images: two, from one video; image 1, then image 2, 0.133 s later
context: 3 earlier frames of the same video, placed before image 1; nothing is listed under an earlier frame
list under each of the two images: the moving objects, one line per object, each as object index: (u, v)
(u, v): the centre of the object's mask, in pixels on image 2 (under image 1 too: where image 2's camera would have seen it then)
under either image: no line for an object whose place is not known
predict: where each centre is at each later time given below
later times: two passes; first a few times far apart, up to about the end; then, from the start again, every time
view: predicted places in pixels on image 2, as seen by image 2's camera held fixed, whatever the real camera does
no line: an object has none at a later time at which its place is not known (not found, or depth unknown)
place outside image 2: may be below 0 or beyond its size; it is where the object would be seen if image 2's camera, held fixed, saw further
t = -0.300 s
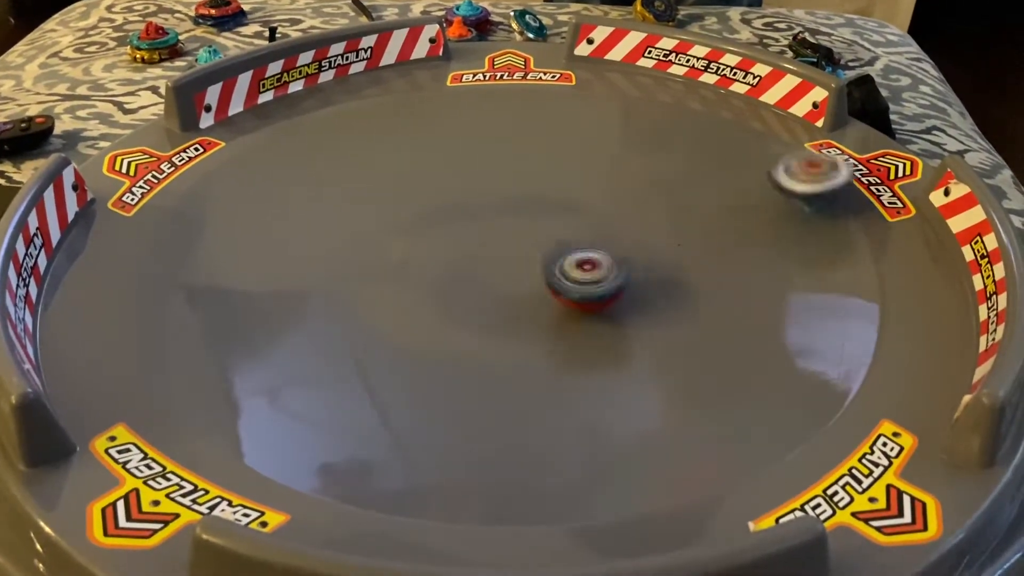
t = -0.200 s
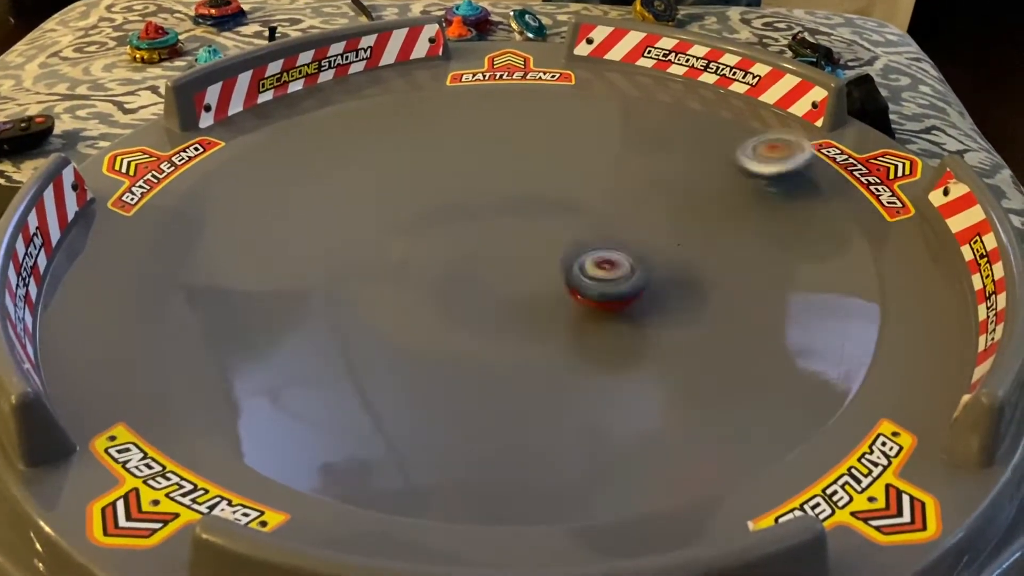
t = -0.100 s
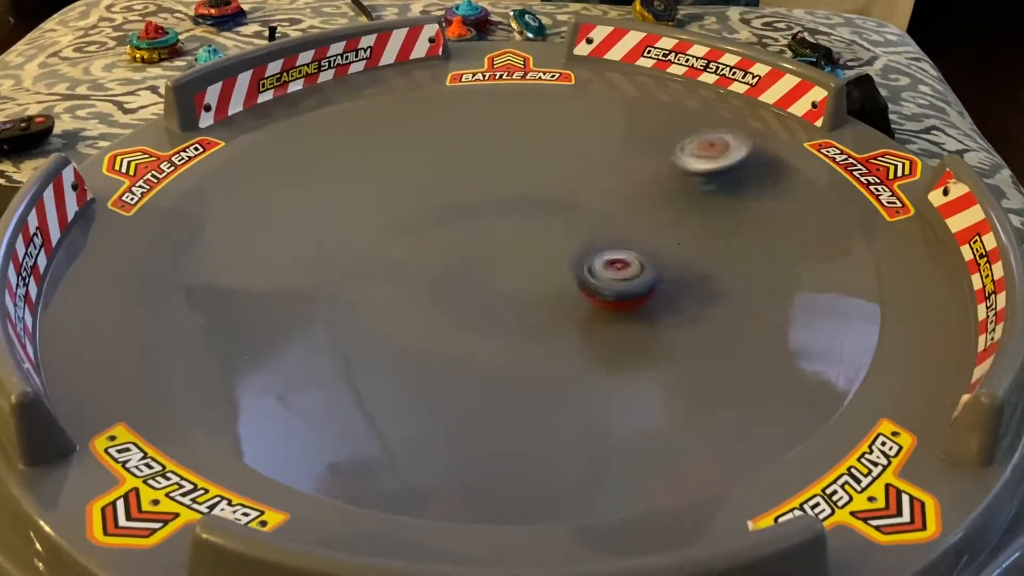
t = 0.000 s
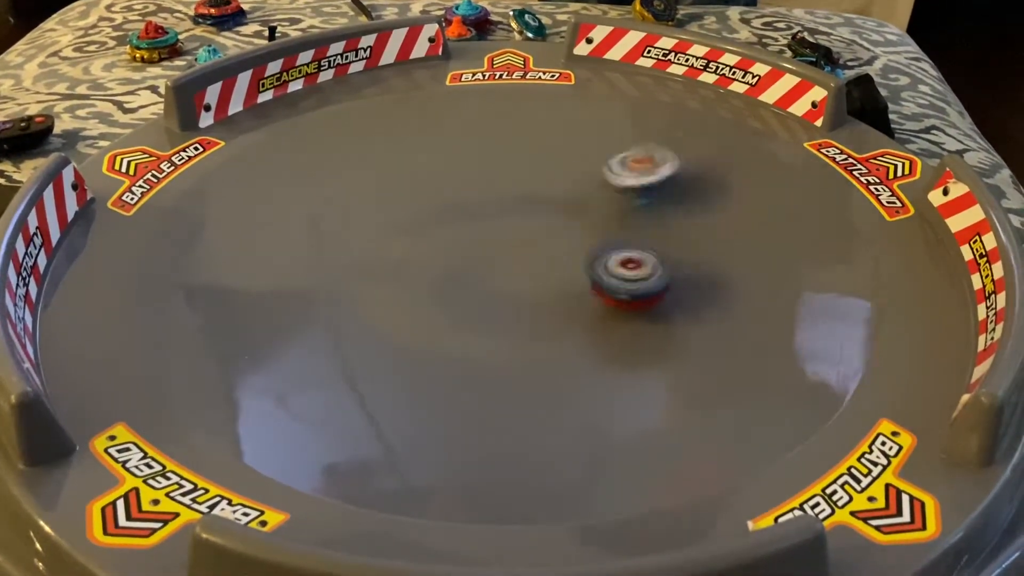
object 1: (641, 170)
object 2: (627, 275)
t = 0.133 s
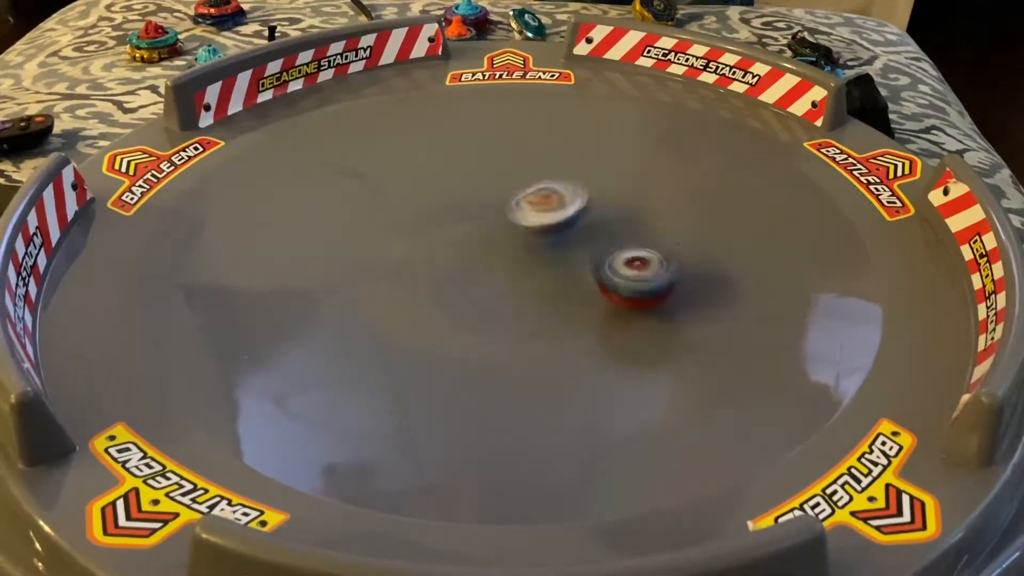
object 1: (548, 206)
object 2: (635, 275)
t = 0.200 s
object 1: (499, 236)
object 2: (637, 275)
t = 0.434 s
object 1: (397, 365)
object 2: (627, 266)
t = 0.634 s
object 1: (506, 450)
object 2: (596, 257)
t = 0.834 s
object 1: (688, 393)
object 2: (554, 250)
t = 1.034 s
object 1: (669, 264)
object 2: (504, 242)
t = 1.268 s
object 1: (523, 169)
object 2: (459, 237)
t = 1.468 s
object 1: (385, 138)
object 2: (458, 246)
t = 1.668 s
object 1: (264, 176)
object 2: (502, 256)
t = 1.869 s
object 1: (292, 269)
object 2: (547, 254)
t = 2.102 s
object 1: (526, 314)
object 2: (579, 253)
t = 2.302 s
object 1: (706, 283)
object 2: (576, 241)
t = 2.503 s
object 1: (799, 227)
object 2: (559, 214)
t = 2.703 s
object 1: (706, 183)
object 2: (543, 199)
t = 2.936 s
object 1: (602, 215)
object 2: (483, 198)
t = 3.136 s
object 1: (592, 270)
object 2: (443, 187)
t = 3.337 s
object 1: (608, 313)
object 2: (456, 172)
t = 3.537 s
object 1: (624, 319)
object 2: (482, 186)
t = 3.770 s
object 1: (596, 297)
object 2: (475, 207)
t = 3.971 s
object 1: (551, 282)
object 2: (445, 210)
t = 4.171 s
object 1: (509, 261)
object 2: (420, 198)
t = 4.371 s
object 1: (478, 240)
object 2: (410, 183)
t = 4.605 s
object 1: (481, 242)
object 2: (404, 182)
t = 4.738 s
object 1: (508, 241)
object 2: (408, 188)
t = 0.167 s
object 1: (524, 221)
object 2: (637, 276)
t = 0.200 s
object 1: (499, 236)
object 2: (637, 275)
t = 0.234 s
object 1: (477, 251)
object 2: (637, 274)
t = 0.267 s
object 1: (457, 268)
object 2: (636, 270)
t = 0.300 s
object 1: (439, 286)
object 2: (636, 270)
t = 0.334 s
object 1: (424, 306)
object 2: (634, 267)
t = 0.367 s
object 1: (411, 326)
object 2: (632, 268)
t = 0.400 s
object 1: (402, 345)
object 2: (630, 266)
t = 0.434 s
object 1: (397, 365)
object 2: (627, 266)
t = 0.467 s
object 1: (399, 383)
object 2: (624, 264)
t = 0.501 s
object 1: (409, 401)
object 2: (619, 263)
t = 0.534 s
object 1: (423, 417)
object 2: (616, 261)
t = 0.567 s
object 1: (445, 431)
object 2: (609, 260)
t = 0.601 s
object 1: (474, 439)
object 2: (602, 258)
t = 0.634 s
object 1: (506, 450)
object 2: (596, 257)
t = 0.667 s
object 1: (543, 451)
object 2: (590, 256)
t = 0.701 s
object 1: (579, 449)
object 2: (584, 255)
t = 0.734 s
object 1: (613, 442)
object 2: (577, 254)
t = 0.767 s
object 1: (644, 427)
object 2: (569, 252)
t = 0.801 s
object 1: (669, 410)
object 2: (563, 251)
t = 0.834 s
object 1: (688, 393)
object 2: (554, 250)
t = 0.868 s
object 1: (695, 368)
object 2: (546, 248)
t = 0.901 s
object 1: (699, 347)
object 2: (538, 246)
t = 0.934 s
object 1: (698, 324)
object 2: (529, 247)
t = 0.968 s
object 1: (693, 305)
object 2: (522, 244)
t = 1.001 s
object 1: (682, 284)
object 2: (514, 242)
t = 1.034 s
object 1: (669, 264)
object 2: (504, 242)
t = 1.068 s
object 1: (655, 246)
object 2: (498, 240)
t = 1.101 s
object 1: (633, 226)
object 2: (489, 239)
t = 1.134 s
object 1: (615, 214)
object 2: (483, 238)
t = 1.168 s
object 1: (592, 199)
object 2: (475, 236)
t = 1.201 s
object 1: (567, 186)
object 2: (470, 237)
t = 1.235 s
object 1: (544, 175)
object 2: (463, 235)
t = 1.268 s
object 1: (523, 169)
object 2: (459, 237)
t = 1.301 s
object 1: (501, 161)
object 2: (455, 237)
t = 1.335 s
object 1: (479, 153)
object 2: (454, 239)
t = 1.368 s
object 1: (456, 146)
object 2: (453, 239)
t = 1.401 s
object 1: (432, 142)
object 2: (455, 242)
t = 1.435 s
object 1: (407, 138)
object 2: (455, 242)
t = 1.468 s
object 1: (385, 138)
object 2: (458, 246)
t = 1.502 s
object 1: (360, 138)
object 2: (464, 247)
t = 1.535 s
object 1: (335, 141)
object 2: (472, 251)
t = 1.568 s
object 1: (312, 146)
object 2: (478, 252)
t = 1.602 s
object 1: (294, 155)
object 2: (485, 254)
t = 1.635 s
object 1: (277, 165)
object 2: (494, 255)
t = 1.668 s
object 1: (264, 176)
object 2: (502, 256)
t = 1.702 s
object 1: (257, 191)
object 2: (511, 255)
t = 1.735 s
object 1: (254, 207)
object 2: (517, 256)
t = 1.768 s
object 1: (253, 221)
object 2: (526, 255)
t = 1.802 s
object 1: (262, 240)
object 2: (533, 255)
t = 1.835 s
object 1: (273, 254)
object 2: (541, 254)
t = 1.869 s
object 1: (292, 269)
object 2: (547, 254)
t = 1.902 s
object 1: (317, 283)
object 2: (554, 253)
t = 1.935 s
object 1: (345, 297)
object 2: (561, 252)
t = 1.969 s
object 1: (376, 306)
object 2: (566, 252)
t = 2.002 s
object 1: (412, 312)
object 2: (571, 252)
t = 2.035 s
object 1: (449, 318)
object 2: (573, 252)
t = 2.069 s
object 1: (486, 317)
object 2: (577, 252)
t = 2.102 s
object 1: (526, 314)
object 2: (579, 253)
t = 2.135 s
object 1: (558, 309)
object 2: (581, 252)
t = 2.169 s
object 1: (592, 300)
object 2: (579, 248)
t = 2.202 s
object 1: (619, 293)
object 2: (577, 250)
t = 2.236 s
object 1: (650, 287)
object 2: (580, 249)
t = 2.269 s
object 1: (677, 285)
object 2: (578, 246)
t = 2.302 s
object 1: (706, 283)
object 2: (576, 241)
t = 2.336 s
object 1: (730, 279)
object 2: (573, 237)
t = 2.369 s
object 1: (752, 271)
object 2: (570, 232)
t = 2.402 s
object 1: (774, 263)
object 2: (568, 226)
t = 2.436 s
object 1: (786, 252)
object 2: (564, 224)
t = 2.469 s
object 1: (796, 240)
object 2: (563, 219)
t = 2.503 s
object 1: (799, 227)
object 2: (559, 214)
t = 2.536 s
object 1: (794, 216)
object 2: (558, 212)
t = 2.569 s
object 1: (785, 206)
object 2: (554, 210)
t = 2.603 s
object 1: (771, 198)
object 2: (550, 206)
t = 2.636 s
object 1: (753, 191)
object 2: (547, 203)
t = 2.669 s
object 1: (730, 185)
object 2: (545, 201)
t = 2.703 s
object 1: (706, 183)
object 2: (543, 199)
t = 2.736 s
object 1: (682, 182)
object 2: (541, 196)
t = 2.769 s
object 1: (655, 182)
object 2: (540, 197)
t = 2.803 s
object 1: (632, 181)
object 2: (537, 195)
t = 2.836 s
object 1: (613, 191)
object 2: (533, 198)
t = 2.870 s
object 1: (607, 199)
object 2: (516, 199)
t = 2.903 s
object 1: (604, 206)
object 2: (499, 200)
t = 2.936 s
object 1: (602, 215)
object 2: (483, 198)
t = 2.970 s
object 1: (599, 227)
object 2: (469, 200)
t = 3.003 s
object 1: (596, 236)
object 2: (460, 198)
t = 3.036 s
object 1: (594, 245)
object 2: (452, 196)
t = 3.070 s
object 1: (593, 255)
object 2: (447, 194)
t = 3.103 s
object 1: (592, 263)
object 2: (444, 190)
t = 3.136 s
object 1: (592, 270)
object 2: (443, 187)
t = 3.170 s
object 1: (593, 278)
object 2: (442, 184)
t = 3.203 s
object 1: (594, 286)
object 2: (444, 181)
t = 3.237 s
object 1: (597, 294)
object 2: (446, 178)
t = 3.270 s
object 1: (601, 301)
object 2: (449, 175)
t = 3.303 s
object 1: (604, 308)
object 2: (453, 173)
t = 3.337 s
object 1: (608, 313)
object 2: (456, 172)
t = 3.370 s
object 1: (612, 318)
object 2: (462, 172)
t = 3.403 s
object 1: (615, 319)
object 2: (467, 172)
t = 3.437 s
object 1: (618, 320)
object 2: (471, 173)
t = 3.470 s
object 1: (621, 320)
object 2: (475, 176)
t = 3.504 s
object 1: (623, 321)
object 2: (477, 179)
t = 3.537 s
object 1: (624, 319)
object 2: (482, 186)
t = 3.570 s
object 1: (625, 318)
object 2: (485, 188)
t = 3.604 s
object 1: (624, 315)
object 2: (484, 189)
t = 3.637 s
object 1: (620, 310)
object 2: (485, 193)
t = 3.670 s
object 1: (617, 307)
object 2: (483, 196)
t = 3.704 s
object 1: (610, 304)
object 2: (481, 201)
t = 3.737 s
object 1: (604, 300)
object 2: (479, 204)
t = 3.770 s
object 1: (596, 297)
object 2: (475, 207)
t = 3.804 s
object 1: (589, 296)
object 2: (472, 210)
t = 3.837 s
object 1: (582, 294)
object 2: (469, 211)
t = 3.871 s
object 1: (575, 289)
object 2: (462, 213)
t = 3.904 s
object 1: (568, 287)
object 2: (459, 213)
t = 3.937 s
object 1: (559, 284)
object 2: (452, 211)
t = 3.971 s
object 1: (551, 282)
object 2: (445, 210)
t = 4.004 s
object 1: (544, 279)
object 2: (439, 210)
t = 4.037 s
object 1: (535, 274)
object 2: (435, 208)
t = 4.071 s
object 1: (528, 271)
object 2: (430, 205)
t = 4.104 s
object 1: (522, 267)
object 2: (425, 202)
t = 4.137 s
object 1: (516, 264)
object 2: (422, 201)
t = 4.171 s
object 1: (509, 261)
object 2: (420, 198)
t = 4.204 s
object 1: (506, 258)
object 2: (418, 195)
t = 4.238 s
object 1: (500, 253)
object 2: (417, 192)
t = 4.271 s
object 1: (494, 248)
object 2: (413, 190)
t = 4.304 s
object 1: (489, 246)
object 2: (412, 188)
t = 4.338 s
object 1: (483, 242)
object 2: (412, 185)
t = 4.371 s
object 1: (478, 240)
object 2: (410, 183)
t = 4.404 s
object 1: (474, 238)
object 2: (408, 181)
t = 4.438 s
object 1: (472, 237)
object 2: (406, 180)
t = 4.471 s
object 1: (472, 237)
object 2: (404, 179)
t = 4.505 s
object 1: (472, 238)
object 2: (406, 179)
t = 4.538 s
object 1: (474, 238)
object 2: (403, 180)
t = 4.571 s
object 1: (478, 240)
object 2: (402, 182)
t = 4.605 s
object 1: (481, 242)
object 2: (404, 182)
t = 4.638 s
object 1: (489, 243)
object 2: (405, 183)
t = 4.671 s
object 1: (492, 243)
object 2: (404, 188)
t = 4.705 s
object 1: (500, 242)
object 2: (405, 186)
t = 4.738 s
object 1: (508, 241)
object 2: (408, 188)
